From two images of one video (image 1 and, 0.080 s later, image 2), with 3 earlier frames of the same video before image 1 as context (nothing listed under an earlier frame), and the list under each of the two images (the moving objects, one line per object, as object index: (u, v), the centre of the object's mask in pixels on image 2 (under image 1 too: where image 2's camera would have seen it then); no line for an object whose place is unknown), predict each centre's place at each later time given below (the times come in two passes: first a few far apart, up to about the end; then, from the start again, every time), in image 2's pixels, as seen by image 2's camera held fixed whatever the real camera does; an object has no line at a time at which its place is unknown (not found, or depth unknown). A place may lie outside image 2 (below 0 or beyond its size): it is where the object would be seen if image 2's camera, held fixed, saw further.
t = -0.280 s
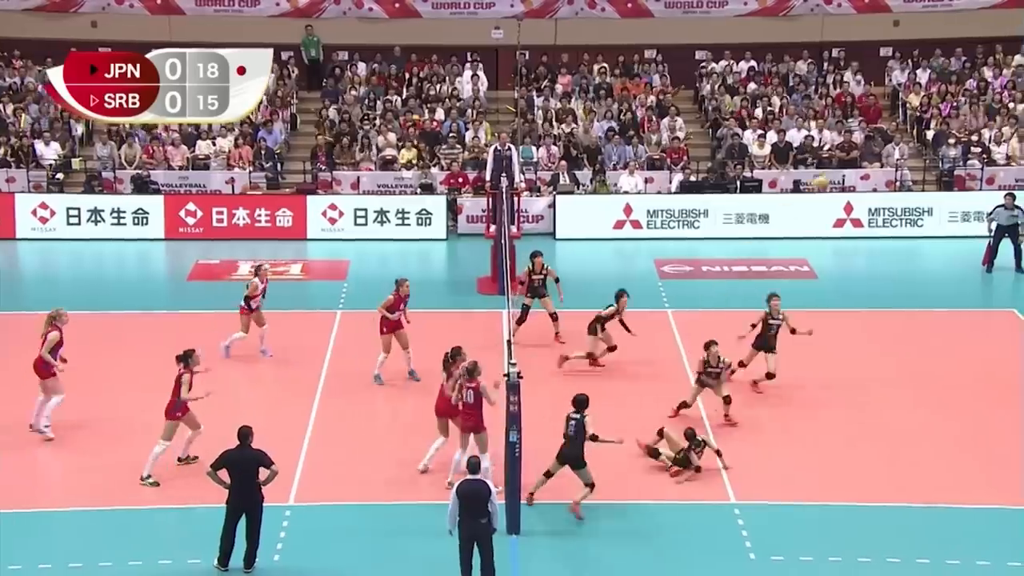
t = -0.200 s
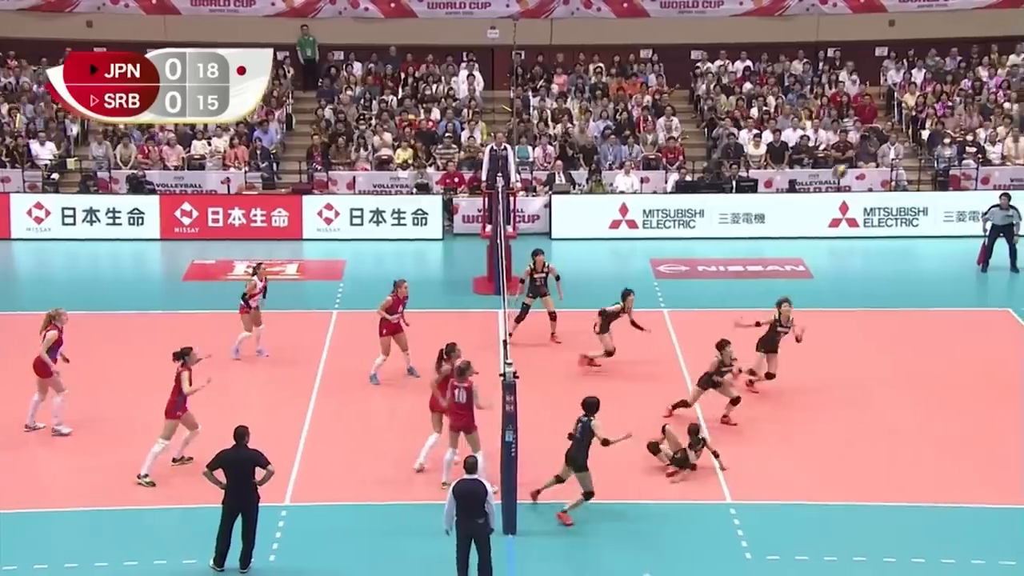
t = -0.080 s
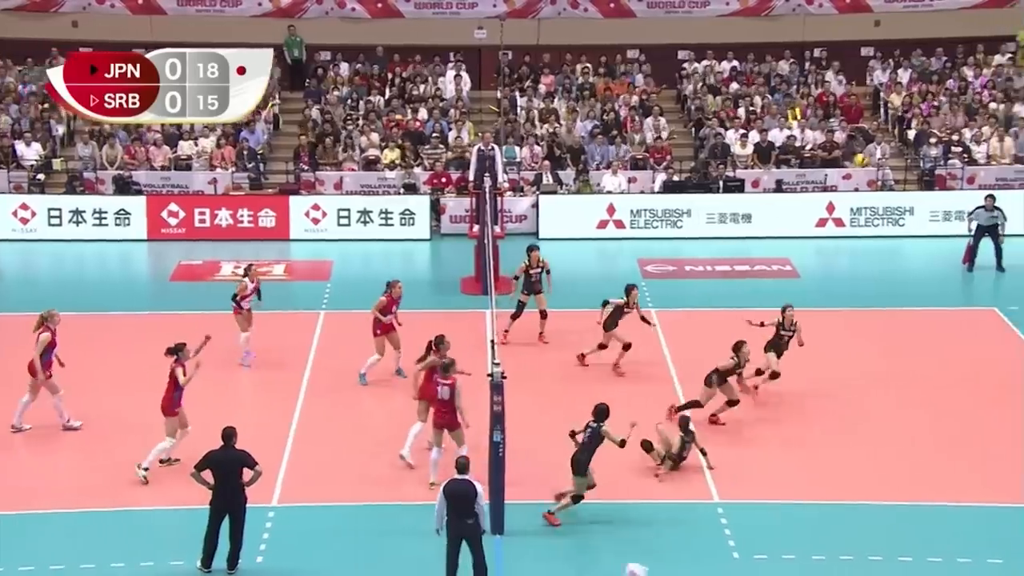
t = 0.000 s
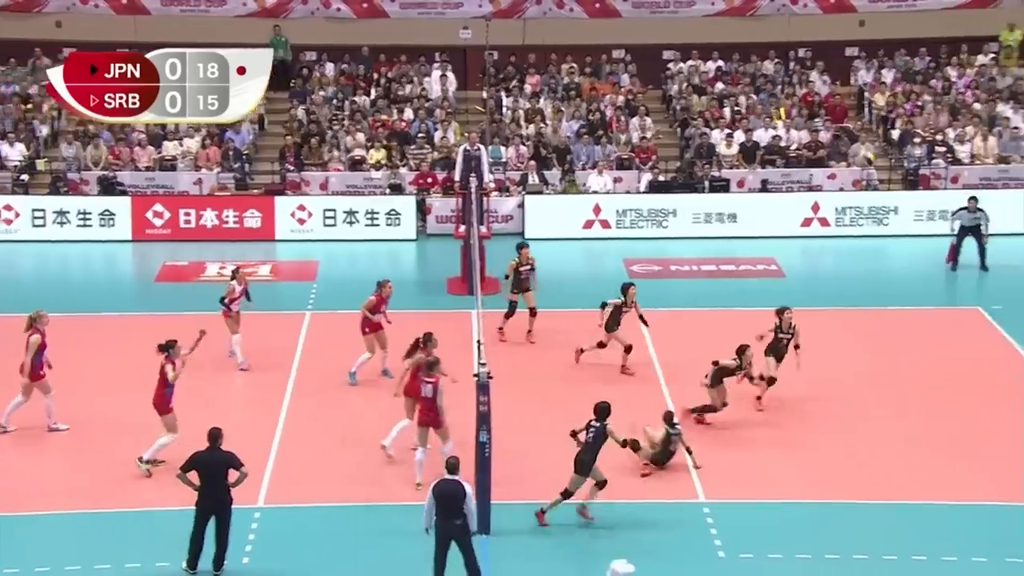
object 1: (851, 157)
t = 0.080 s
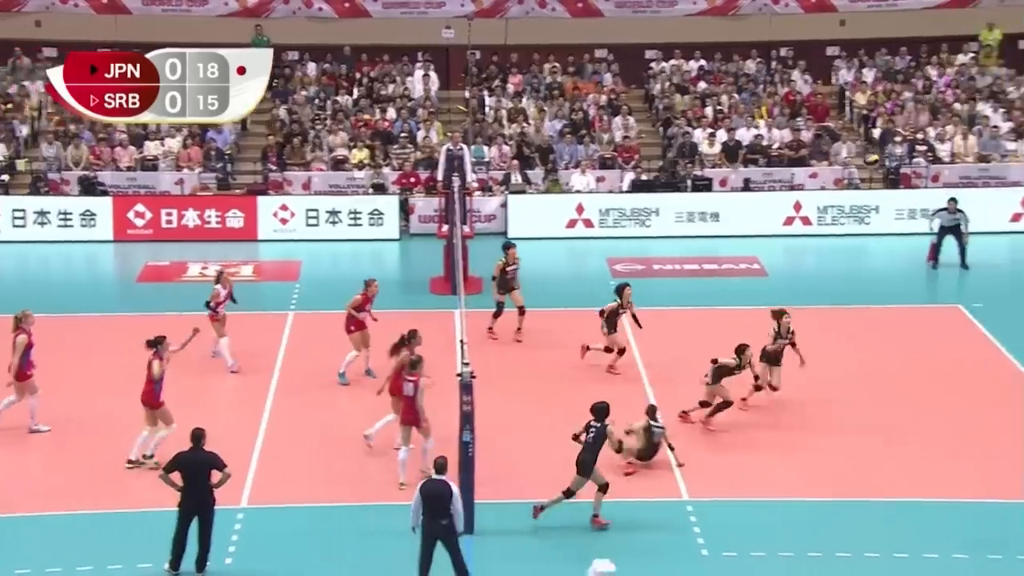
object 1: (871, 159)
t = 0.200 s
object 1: (904, 173)
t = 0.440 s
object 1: (966, 231)
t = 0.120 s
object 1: (883, 164)
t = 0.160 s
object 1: (892, 167)
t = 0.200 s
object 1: (904, 173)
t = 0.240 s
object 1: (912, 178)
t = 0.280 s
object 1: (924, 188)
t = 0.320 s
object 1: (935, 198)
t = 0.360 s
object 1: (944, 204)
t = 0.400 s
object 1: (957, 220)
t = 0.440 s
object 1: (966, 231)
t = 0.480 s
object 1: (974, 243)
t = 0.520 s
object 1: (985, 258)
